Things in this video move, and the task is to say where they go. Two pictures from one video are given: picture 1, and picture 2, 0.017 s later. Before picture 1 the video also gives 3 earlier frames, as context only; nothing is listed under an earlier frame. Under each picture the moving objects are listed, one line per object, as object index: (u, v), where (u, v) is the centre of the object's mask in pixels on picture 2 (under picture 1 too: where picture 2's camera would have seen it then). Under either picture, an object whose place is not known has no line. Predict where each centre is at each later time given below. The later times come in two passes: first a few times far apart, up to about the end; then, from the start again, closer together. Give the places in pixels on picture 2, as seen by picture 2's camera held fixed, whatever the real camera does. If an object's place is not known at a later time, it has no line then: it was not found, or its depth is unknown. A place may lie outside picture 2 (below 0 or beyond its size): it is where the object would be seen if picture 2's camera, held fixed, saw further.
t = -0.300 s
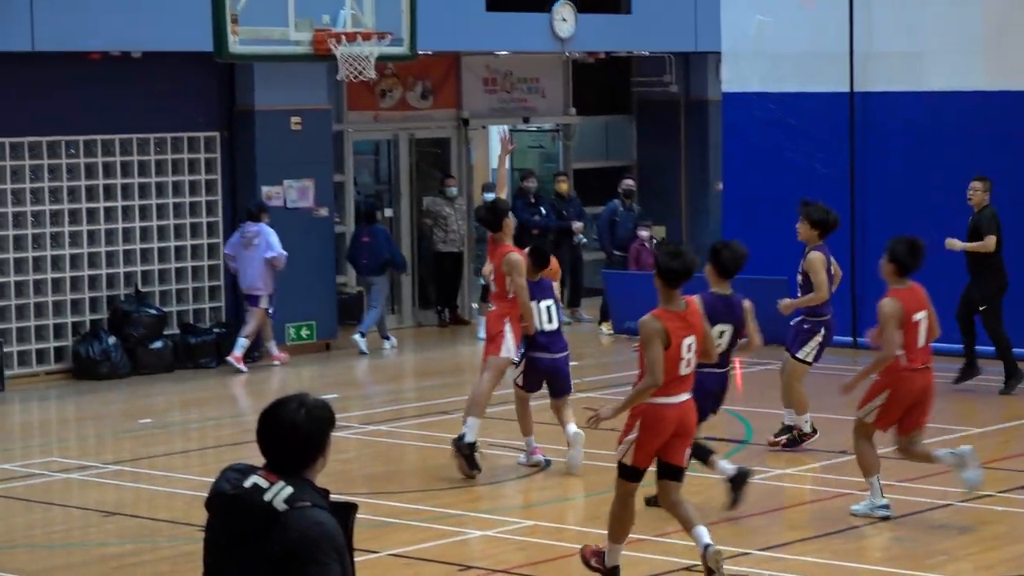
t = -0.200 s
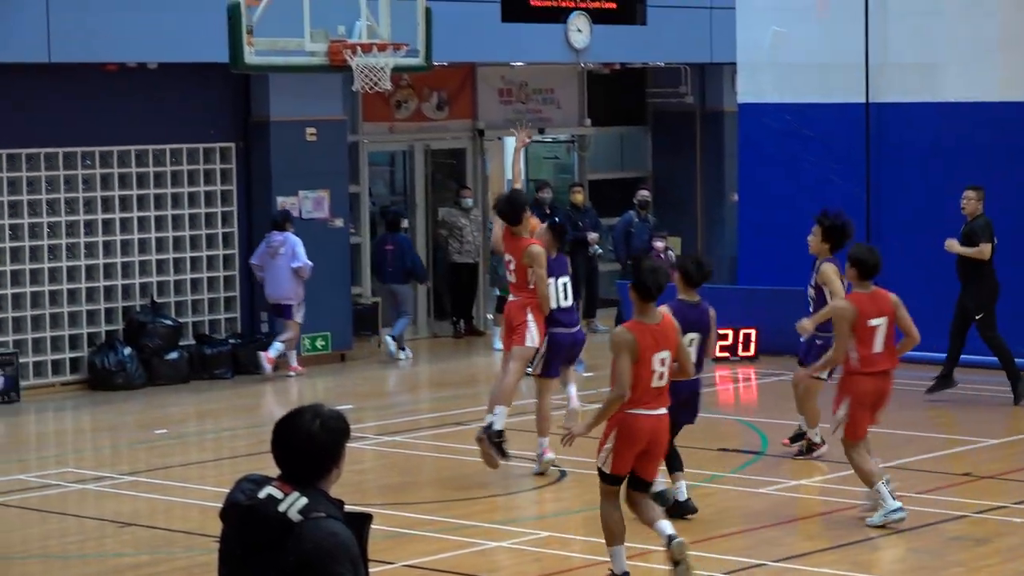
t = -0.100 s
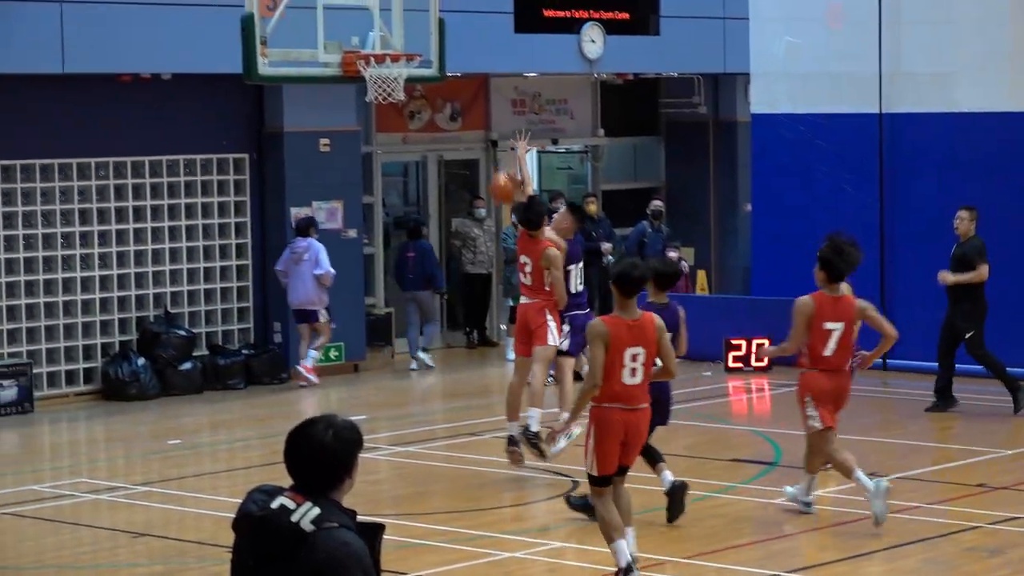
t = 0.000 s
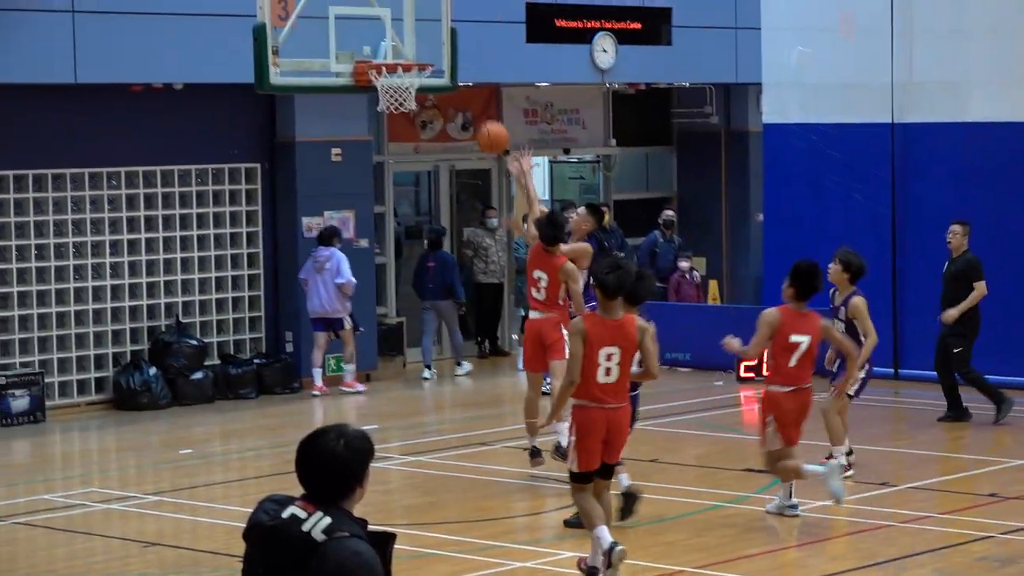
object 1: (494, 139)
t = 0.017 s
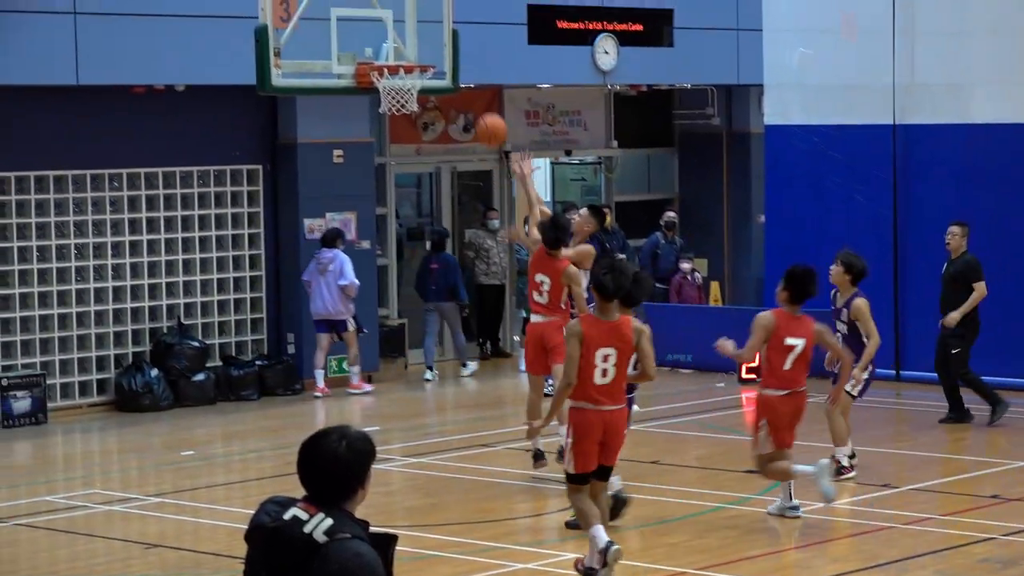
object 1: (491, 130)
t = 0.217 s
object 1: (452, 48)
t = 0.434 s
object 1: (417, 15)
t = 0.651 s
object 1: (409, 32)
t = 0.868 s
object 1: (393, 38)
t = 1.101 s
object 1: (385, 35)
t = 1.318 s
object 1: (395, 48)
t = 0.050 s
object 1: (485, 113)
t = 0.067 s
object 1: (481, 105)
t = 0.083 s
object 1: (478, 98)
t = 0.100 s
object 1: (475, 91)
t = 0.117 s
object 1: (472, 84)
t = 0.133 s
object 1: (468, 76)
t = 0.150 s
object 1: (465, 70)
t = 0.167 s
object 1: (462, 64)
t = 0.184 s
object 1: (459, 58)
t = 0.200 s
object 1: (455, 53)
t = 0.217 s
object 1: (452, 48)
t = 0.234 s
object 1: (449, 44)
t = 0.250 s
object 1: (445, 39)
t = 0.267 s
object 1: (443, 36)
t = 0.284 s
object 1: (439, 32)
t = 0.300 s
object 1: (435, 29)
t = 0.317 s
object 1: (432, 27)
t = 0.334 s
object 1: (429, 24)
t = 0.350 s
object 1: (426, 22)
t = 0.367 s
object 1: (423, 21)
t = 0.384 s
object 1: (420, 19)
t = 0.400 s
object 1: (419, 18)
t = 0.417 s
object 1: (418, 16)
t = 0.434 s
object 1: (417, 15)
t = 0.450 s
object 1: (417, 14)
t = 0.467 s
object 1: (416, 13)
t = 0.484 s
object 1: (415, 13)
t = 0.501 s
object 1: (415, 13)
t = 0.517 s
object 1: (414, 14)
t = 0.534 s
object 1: (413, 15)
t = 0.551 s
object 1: (413, 16)
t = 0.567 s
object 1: (412, 18)
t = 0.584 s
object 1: (411, 20)
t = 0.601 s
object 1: (411, 22)
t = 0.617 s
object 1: (411, 25)
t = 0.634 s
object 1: (410, 28)
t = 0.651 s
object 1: (409, 32)
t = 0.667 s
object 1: (409, 36)
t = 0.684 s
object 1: (408, 41)
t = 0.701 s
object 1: (407, 45)
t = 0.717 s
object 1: (407, 49)
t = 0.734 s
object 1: (405, 48)
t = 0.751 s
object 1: (404, 46)
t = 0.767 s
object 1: (402, 44)
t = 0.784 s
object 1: (400, 42)
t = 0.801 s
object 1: (399, 40)
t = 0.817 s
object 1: (397, 39)
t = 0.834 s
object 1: (396, 38)
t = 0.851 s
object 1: (394, 38)
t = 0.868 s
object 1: (393, 38)
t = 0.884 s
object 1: (392, 38)
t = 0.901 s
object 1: (390, 39)
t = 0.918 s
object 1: (388, 40)
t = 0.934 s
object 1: (387, 42)
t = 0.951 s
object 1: (385, 43)
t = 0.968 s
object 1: (384, 46)
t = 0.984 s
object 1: (383, 48)
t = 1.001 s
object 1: (382, 48)
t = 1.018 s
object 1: (383, 46)
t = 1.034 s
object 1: (383, 43)
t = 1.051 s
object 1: (384, 40)
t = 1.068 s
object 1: (385, 38)
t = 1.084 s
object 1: (385, 36)
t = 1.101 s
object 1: (385, 35)
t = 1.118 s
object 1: (386, 33)
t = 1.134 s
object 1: (387, 33)
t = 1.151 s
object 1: (388, 32)
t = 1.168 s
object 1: (388, 32)
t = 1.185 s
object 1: (389, 33)
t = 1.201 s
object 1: (390, 33)
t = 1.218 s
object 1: (391, 35)
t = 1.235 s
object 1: (391, 36)
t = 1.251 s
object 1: (392, 38)
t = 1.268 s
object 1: (393, 40)
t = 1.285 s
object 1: (394, 43)
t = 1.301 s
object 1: (395, 46)
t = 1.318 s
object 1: (395, 48)
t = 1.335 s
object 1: (395, 47)
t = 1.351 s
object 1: (395, 46)
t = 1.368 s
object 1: (395, 45)
